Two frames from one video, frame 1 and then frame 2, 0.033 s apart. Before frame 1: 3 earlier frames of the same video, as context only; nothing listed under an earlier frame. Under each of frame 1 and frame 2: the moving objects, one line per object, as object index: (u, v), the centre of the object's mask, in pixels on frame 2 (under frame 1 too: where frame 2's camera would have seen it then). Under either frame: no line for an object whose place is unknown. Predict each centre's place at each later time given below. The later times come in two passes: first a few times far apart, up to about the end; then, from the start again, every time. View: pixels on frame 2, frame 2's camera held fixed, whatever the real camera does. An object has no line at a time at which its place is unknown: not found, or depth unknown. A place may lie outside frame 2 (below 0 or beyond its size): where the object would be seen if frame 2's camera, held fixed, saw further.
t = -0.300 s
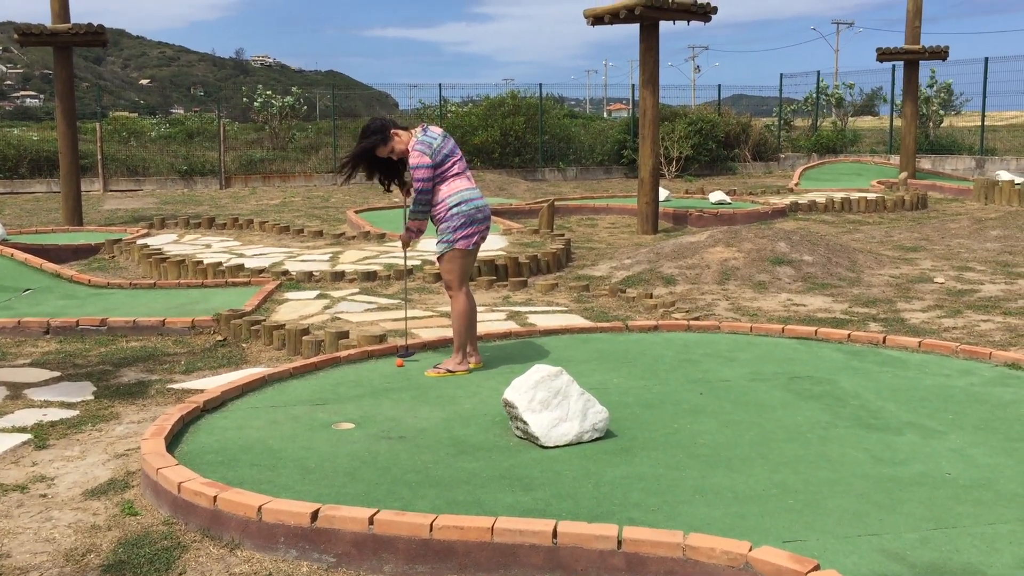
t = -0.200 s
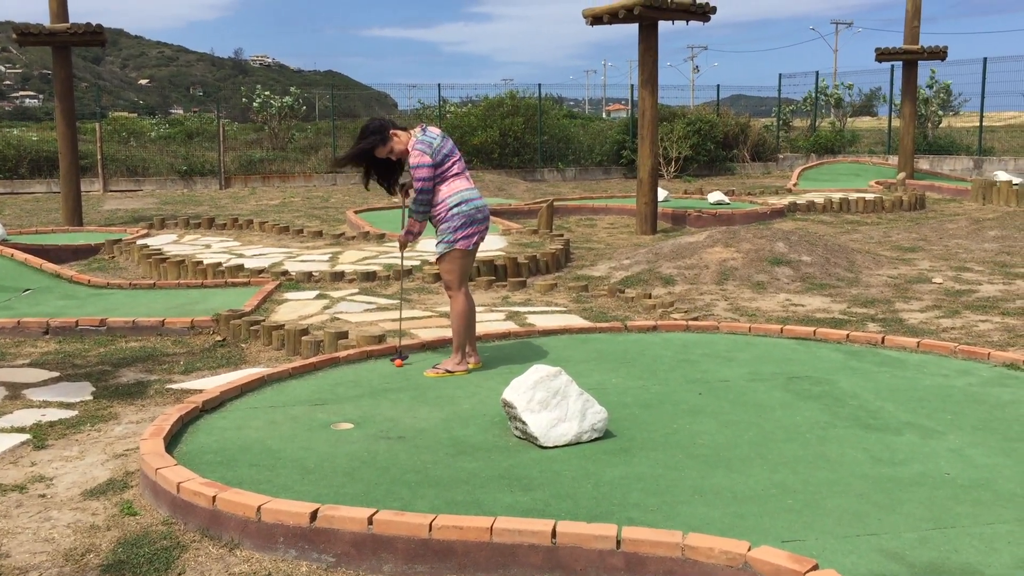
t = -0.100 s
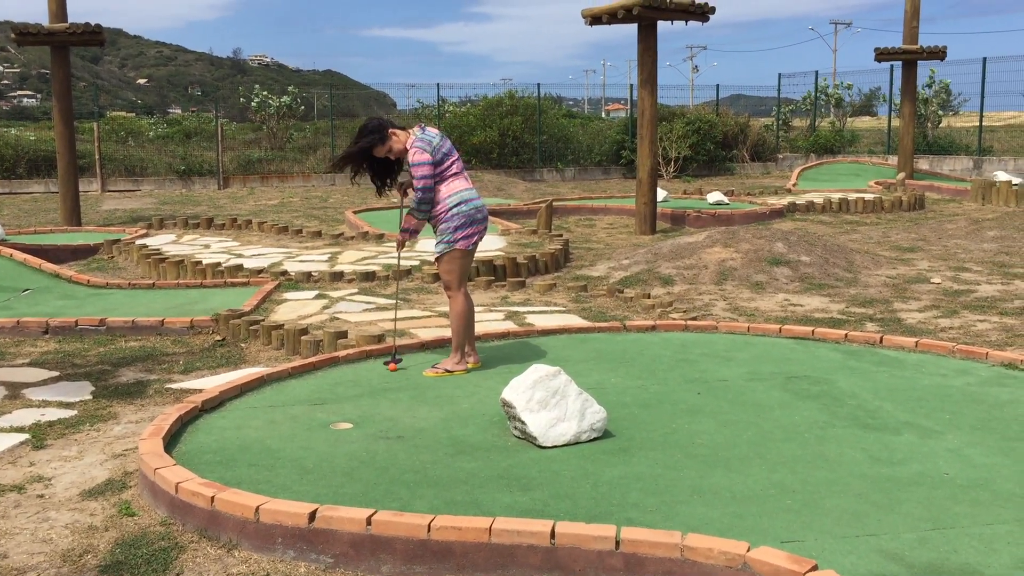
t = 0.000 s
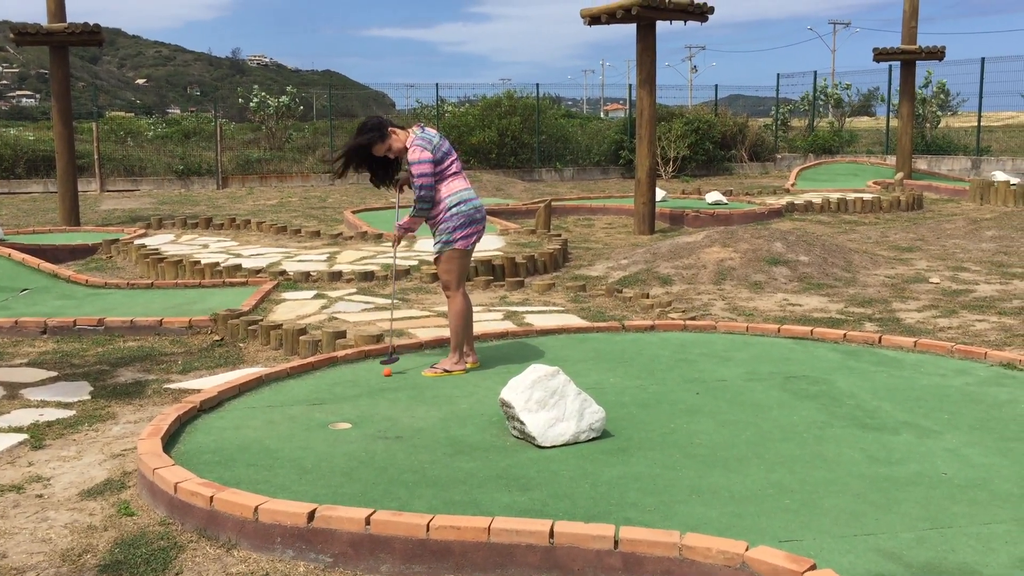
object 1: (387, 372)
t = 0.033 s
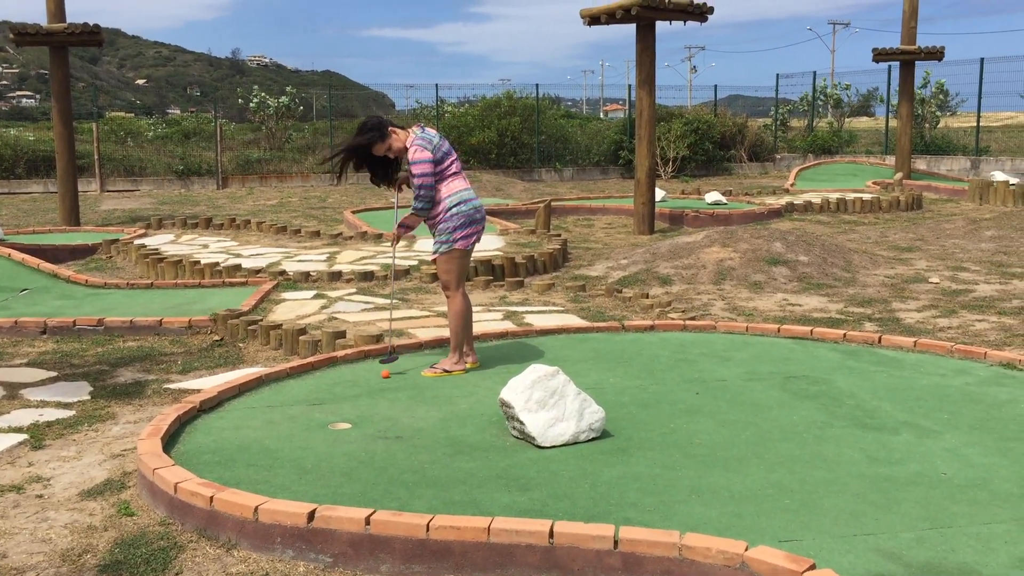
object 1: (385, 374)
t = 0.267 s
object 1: (374, 386)
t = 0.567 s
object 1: (359, 401)
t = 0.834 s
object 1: (345, 414)
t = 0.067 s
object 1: (384, 376)
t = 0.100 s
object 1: (383, 378)
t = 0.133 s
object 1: (381, 379)
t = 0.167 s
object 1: (379, 381)
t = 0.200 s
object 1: (378, 383)
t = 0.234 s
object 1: (376, 385)
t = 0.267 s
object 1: (374, 386)
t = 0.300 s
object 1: (373, 388)
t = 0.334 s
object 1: (371, 390)
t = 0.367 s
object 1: (370, 391)
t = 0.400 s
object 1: (368, 393)
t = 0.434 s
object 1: (366, 394)
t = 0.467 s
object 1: (365, 396)
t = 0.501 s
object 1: (363, 398)
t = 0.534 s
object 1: (361, 399)
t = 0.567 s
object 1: (359, 401)
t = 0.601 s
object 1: (358, 403)
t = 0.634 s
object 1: (356, 404)
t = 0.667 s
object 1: (354, 406)
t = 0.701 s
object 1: (352, 408)
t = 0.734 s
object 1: (350, 409)
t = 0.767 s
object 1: (349, 411)
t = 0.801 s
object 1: (347, 413)
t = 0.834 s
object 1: (345, 414)
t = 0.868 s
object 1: (343, 416)
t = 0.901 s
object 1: (341, 418)
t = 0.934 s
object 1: (340, 420)
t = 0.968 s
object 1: (337, 425)
